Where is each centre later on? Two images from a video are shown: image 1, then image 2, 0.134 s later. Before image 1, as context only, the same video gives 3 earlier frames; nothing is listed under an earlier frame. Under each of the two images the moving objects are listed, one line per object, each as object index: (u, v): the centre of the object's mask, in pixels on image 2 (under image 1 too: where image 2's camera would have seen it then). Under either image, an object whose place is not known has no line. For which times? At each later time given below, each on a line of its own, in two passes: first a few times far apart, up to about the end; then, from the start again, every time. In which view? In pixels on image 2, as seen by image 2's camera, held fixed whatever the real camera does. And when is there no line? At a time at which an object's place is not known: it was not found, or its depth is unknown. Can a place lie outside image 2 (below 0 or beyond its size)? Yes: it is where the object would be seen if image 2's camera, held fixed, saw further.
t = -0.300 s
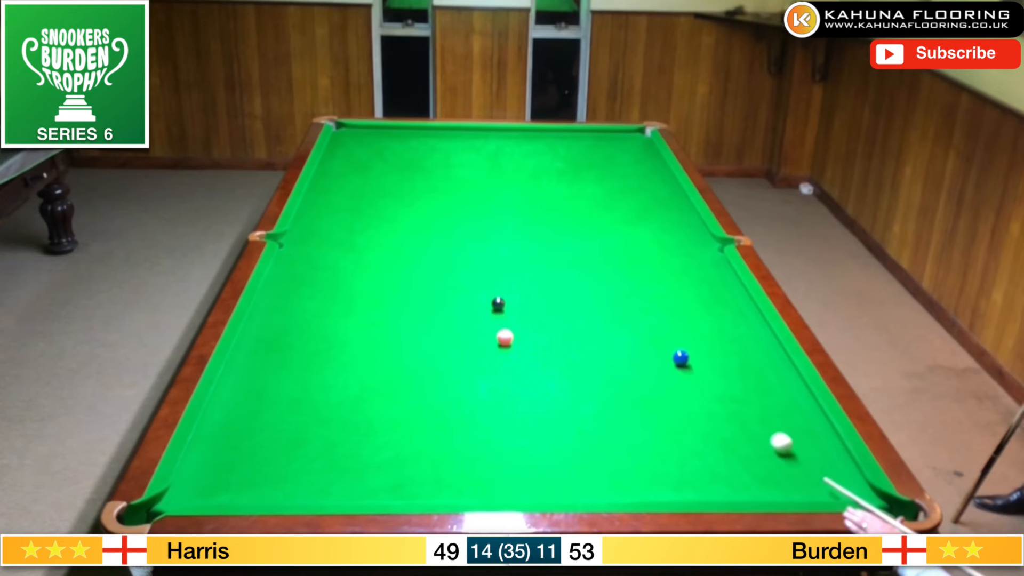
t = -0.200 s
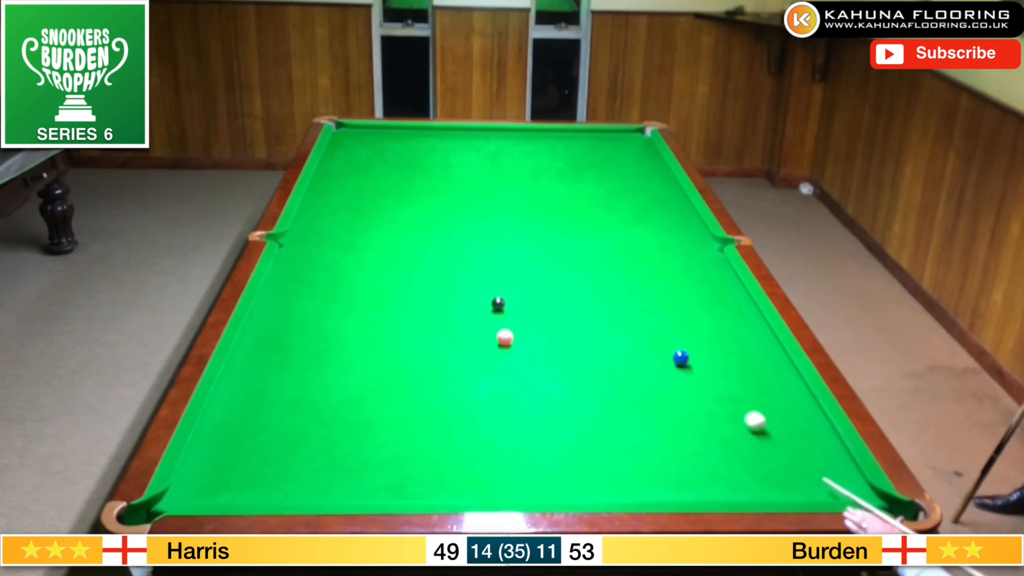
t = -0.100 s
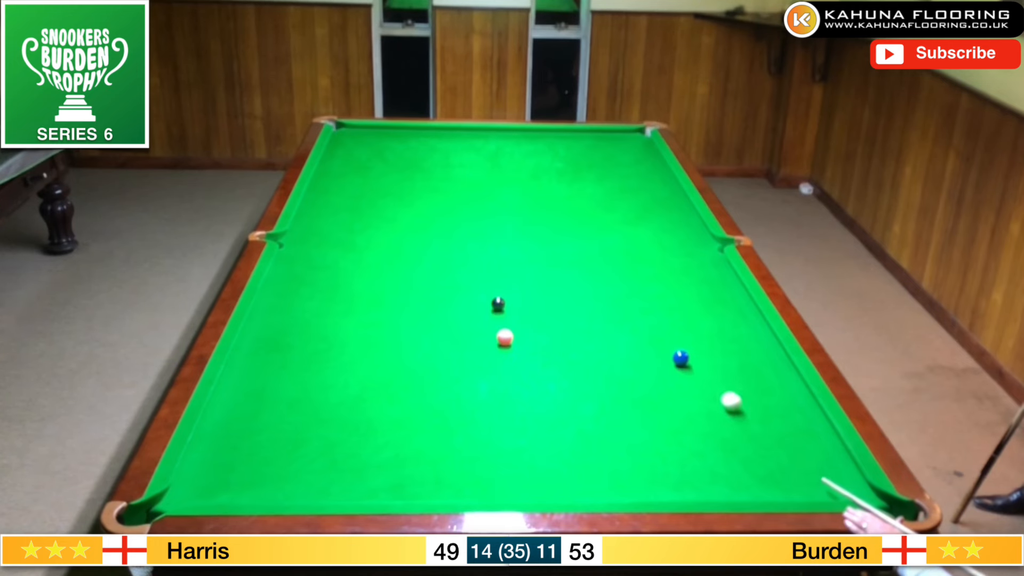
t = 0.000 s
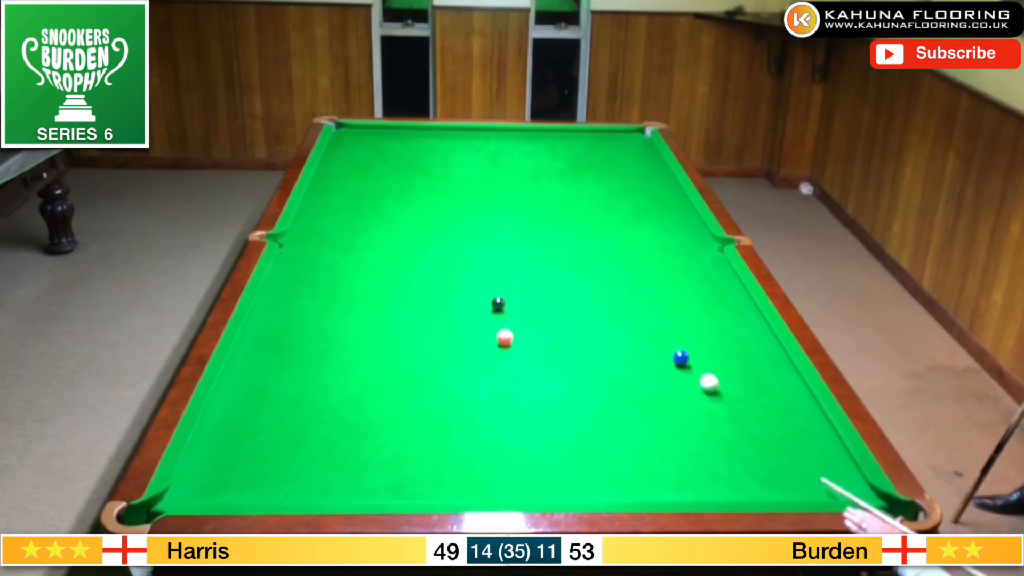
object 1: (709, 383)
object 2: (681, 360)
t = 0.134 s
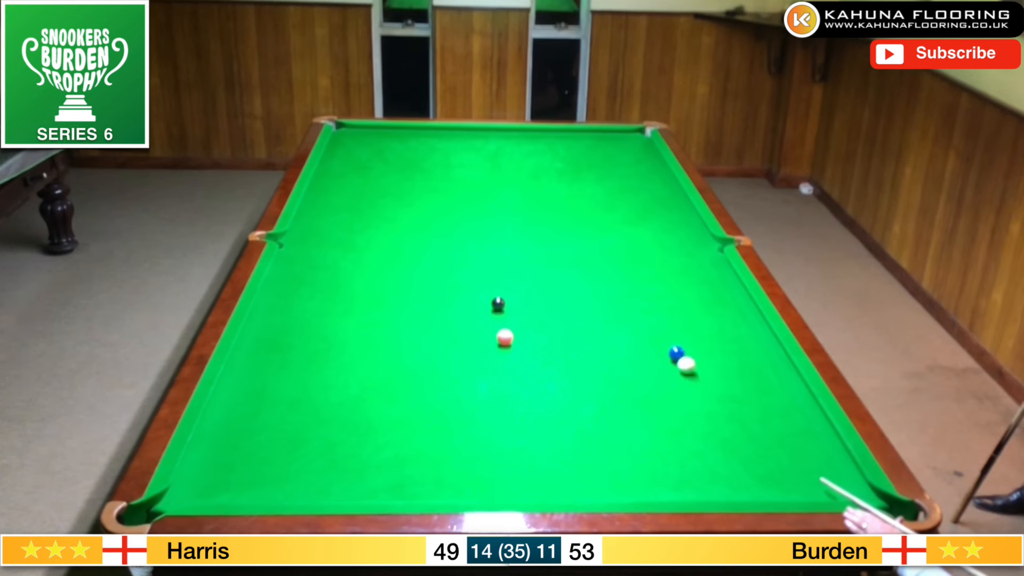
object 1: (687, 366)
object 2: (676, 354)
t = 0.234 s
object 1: (681, 364)
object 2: (665, 344)
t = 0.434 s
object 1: (667, 357)
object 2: (648, 326)
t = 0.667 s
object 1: (653, 350)
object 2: (631, 307)
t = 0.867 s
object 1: (643, 345)
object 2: (618, 293)
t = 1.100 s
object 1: (632, 340)
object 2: (604, 279)
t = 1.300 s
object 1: (625, 336)
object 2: (593, 268)
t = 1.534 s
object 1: (617, 333)
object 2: (582, 256)
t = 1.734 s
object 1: (612, 331)
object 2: (573, 247)
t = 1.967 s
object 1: (607, 329)
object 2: (564, 237)
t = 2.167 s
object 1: (605, 328)
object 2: (557, 230)
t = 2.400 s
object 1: (603, 328)
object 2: (549, 221)
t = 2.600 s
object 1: (604, 328)
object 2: (543, 215)
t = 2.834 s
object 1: (604, 328)
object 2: (537, 209)
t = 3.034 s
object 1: (604, 328)
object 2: (532, 204)
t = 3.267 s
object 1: (604, 328)
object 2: (527, 198)
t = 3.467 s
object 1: (604, 328)
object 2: (523, 194)
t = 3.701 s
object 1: (604, 328)
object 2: (518, 190)
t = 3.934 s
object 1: (604, 328)
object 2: (514, 186)
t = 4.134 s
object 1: (604, 328)
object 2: (511, 183)
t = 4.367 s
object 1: (604, 328)
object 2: (508, 180)
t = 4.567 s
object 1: (604, 328)
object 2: (506, 178)
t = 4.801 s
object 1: (604, 328)
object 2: (504, 176)
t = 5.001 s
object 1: (604, 328)
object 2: (502, 175)
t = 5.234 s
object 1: (604, 328)
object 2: (500, 174)
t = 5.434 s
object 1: (604, 328)
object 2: (499, 173)
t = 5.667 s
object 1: (604, 328)
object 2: (499, 172)
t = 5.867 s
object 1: (604, 328)
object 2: (499, 172)
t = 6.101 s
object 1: (604, 328)
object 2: (499, 172)
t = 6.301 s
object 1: (604, 328)
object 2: (499, 172)
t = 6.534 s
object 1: (604, 328)
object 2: (499, 172)
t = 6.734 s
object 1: (604, 328)
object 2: (499, 172)
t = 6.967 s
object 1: (604, 328)
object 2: (499, 172)
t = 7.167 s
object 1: (604, 328)
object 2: (499, 172)
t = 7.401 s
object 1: (604, 328)
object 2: (499, 173)
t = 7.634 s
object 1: (604, 328)
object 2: (499, 173)
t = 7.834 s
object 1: (604, 328)
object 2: (499, 173)
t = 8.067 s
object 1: (604, 328)
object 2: (499, 173)
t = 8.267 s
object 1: (604, 328)
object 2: (499, 173)
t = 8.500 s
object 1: (604, 328)
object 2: (499, 173)
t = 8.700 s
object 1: (604, 328)
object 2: (499, 173)
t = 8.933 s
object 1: (604, 328)
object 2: (499, 173)
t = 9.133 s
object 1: (604, 328)
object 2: (499, 173)
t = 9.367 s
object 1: (604, 328)
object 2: (499, 173)
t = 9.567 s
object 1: (604, 328)
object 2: (499, 173)
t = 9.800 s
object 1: (604, 328)
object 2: (499, 173)
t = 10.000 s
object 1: (604, 328)
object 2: (499, 173)
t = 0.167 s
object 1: (685, 365)
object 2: (673, 351)
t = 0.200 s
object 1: (683, 365)
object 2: (669, 347)
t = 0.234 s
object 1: (681, 364)
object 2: (665, 344)
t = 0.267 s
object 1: (678, 362)
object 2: (662, 340)
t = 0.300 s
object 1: (676, 361)
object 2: (659, 337)
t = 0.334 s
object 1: (673, 360)
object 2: (657, 334)
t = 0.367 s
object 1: (671, 359)
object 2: (654, 331)
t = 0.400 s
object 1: (669, 358)
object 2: (651, 328)
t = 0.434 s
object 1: (667, 357)
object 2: (648, 326)
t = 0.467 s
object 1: (665, 356)
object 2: (646, 323)
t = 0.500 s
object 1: (663, 355)
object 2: (643, 320)
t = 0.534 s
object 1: (661, 354)
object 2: (641, 317)
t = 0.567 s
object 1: (659, 353)
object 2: (638, 315)
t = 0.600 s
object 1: (657, 352)
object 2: (636, 312)
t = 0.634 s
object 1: (655, 351)
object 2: (633, 310)
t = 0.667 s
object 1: (653, 350)
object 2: (631, 307)
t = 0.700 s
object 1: (651, 349)
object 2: (629, 305)
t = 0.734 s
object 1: (649, 348)
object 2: (626, 302)
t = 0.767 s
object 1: (648, 347)
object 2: (624, 299)
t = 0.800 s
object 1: (646, 346)
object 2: (622, 298)
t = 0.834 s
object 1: (644, 345)
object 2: (620, 295)
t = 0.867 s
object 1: (643, 345)
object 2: (618, 293)
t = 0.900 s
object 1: (641, 344)
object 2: (616, 291)
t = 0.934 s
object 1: (640, 343)
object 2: (613, 289)
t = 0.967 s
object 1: (638, 342)
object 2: (611, 287)
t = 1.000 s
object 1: (637, 342)
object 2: (610, 285)
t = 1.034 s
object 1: (635, 341)
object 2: (607, 283)
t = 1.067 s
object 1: (634, 340)
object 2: (606, 281)
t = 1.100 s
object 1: (632, 340)
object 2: (604, 279)
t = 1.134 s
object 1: (631, 339)
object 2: (602, 277)
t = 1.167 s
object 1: (630, 338)
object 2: (600, 275)
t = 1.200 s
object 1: (628, 338)
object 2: (598, 273)
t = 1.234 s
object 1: (627, 337)
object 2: (596, 271)
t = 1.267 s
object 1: (626, 337)
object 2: (595, 270)
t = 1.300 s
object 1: (625, 336)
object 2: (593, 268)
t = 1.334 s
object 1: (623, 336)
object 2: (591, 266)
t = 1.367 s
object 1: (622, 335)
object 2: (590, 264)
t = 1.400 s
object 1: (621, 335)
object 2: (588, 262)
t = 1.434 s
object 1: (620, 334)
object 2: (586, 261)
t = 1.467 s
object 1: (619, 334)
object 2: (585, 259)
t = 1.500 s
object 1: (618, 333)
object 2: (583, 258)
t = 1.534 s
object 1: (617, 333)
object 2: (582, 256)
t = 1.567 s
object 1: (616, 332)
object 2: (580, 254)
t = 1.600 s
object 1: (615, 332)
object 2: (579, 253)
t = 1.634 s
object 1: (614, 332)
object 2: (577, 251)
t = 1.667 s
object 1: (614, 331)
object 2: (576, 250)
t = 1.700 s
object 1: (613, 331)
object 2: (574, 248)
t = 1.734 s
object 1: (612, 331)
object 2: (573, 247)
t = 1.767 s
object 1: (611, 330)
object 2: (571, 245)
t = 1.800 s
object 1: (610, 330)
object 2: (570, 244)
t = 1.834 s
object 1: (610, 330)
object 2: (569, 242)
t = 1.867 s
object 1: (609, 330)
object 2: (567, 241)
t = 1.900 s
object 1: (608, 329)
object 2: (566, 240)
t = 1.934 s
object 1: (608, 329)
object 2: (565, 238)
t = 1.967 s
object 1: (607, 329)
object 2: (564, 237)
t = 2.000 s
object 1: (607, 329)
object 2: (562, 236)
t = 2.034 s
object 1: (606, 328)
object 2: (561, 234)
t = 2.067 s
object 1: (606, 328)
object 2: (560, 233)
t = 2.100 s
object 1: (605, 328)
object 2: (559, 232)
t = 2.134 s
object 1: (605, 328)
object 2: (558, 231)
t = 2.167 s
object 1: (605, 328)
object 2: (557, 230)
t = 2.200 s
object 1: (605, 328)
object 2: (556, 228)
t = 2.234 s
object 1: (604, 328)
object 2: (554, 227)
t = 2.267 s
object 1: (604, 328)
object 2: (553, 226)
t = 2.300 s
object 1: (604, 328)
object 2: (552, 225)
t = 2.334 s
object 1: (604, 328)
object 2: (551, 224)
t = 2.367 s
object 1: (604, 328)
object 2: (550, 223)
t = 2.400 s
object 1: (603, 328)
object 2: (549, 221)
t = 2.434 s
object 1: (603, 328)
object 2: (548, 220)
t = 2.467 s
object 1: (603, 328)
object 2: (547, 219)
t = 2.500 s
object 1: (603, 328)
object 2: (546, 218)
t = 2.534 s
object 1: (603, 328)
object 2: (545, 217)
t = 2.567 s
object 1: (604, 328)
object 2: (544, 216)
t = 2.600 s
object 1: (604, 328)
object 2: (543, 215)
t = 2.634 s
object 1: (604, 328)
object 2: (542, 214)
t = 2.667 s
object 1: (604, 328)
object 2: (542, 213)
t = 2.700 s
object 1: (604, 328)
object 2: (540, 212)
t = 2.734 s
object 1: (604, 328)
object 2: (540, 211)
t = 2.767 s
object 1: (604, 328)
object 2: (539, 210)
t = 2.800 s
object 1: (604, 328)
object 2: (538, 209)
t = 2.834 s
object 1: (604, 328)
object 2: (537, 209)
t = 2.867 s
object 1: (604, 328)
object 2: (536, 208)
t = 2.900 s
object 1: (604, 328)
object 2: (535, 207)
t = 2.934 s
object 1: (604, 328)
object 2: (535, 206)
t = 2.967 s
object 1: (604, 328)
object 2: (534, 205)
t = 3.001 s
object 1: (604, 328)
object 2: (533, 204)
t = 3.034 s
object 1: (604, 328)
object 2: (532, 204)
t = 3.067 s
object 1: (604, 328)
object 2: (531, 203)
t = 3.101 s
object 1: (604, 328)
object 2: (530, 202)
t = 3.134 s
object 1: (604, 328)
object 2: (530, 201)
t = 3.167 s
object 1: (604, 328)
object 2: (529, 200)
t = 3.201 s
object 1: (604, 328)
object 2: (528, 200)
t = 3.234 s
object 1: (604, 328)
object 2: (527, 199)
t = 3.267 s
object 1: (604, 328)
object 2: (527, 198)
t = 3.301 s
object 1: (604, 328)
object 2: (526, 198)
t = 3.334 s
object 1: (604, 328)
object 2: (525, 197)
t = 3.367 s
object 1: (604, 328)
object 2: (525, 196)
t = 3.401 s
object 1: (604, 328)
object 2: (524, 195)
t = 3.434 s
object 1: (604, 328)
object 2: (523, 195)
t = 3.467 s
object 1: (604, 328)
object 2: (523, 194)
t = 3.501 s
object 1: (604, 328)
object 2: (522, 193)
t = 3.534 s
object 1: (604, 328)
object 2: (521, 193)
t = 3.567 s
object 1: (604, 328)
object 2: (520, 192)
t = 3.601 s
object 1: (604, 328)
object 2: (520, 192)
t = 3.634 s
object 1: (604, 328)
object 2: (519, 191)
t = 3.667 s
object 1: (604, 328)
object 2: (519, 191)
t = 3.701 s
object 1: (604, 328)
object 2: (518, 190)
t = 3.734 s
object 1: (604, 328)
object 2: (517, 189)
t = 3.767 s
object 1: (604, 328)
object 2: (517, 188)
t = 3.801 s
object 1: (604, 328)
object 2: (516, 188)
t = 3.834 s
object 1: (604, 328)
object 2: (516, 188)
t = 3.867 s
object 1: (604, 328)
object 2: (515, 187)
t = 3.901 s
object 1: (604, 328)
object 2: (515, 186)
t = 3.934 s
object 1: (604, 328)
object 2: (514, 186)
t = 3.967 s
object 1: (604, 328)
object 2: (514, 185)
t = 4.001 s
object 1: (604, 328)
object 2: (513, 185)
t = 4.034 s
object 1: (604, 328)
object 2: (513, 185)
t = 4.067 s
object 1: (604, 328)
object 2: (512, 184)
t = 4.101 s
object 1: (604, 328)
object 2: (512, 183)
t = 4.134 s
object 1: (604, 328)
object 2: (511, 183)
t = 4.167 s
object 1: (604, 328)
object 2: (511, 183)
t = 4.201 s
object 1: (604, 328)
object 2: (510, 182)
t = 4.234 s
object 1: (604, 328)
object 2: (510, 182)
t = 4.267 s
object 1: (604, 328)
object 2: (509, 181)
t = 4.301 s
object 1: (604, 328)
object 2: (509, 181)
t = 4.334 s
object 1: (604, 328)
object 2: (509, 181)
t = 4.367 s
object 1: (604, 328)
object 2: (508, 180)
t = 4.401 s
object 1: (604, 328)
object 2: (508, 180)
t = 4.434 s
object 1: (604, 328)
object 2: (507, 180)
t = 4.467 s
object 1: (604, 328)
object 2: (507, 179)
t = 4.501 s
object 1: (604, 328)
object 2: (506, 179)
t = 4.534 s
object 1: (604, 328)
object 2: (506, 179)
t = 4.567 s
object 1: (604, 328)
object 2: (506, 178)
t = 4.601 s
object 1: (604, 328)
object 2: (505, 178)
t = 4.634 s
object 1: (604, 328)
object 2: (505, 178)
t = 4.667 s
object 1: (604, 328)
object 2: (505, 177)
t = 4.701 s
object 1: (604, 328)
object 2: (504, 177)
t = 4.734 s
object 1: (604, 328)
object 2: (504, 177)
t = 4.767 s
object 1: (604, 328)
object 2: (504, 177)
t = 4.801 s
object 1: (604, 328)
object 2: (504, 176)
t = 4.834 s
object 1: (604, 328)
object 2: (503, 176)
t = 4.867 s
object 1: (604, 328)
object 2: (503, 176)
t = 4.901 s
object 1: (604, 328)
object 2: (503, 176)
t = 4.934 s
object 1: (604, 328)
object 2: (502, 176)
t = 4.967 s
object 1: (604, 328)
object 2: (502, 175)
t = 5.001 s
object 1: (604, 328)
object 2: (502, 175)
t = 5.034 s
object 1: (604, 328)
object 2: (502, 175)
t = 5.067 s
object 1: (604, 328)
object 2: (501, 175)
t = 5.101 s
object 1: (604, 328)
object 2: (501, 175)
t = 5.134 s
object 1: (604, 328)
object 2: (501, 174)
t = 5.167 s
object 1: (604, 328)
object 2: (501, 174)
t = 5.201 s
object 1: (604, 328)
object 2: (501, 174)
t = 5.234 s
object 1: (604, 328)
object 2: (500, 174)
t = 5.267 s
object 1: (604, 328)
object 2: (500, 173)
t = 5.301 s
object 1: (604, 328)
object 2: (500, 173)
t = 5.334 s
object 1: (604, 328)
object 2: (500, 174)
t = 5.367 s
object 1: (604, 328)
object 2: (500, 173)
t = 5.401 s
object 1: (604, 328)
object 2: (500, 173)
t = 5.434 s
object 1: (604, 328)
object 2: (499, 173)
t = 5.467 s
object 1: (604, 328)
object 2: (499, 173)
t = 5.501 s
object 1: (604, 328)
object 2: (499, 172)
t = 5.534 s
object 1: (604, 328)
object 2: (499, 172)
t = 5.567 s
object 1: (604, 328)
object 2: (499, 172)
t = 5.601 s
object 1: (604, 328)
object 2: (499, 172)
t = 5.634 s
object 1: (604, 328)
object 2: (499, 172)
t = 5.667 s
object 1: (604, 328)
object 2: (499, 172)
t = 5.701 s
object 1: (604, 328)
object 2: (499, 172)
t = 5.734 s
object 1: (604, 328)
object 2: (499, 172)
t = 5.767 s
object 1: (604, 328)
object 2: (499, 172)
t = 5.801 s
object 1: (604, 328)
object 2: (499, 172)
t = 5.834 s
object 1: (604, 328)
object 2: (499, 172)
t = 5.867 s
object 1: (604, 328)
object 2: (499, 172)
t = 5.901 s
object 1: (604, 328)
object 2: (499, 172)
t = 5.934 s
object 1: (604, 328)
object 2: (499, 172)
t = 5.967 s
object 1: (604, 328)
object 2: (499, 172)
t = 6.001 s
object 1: (604, 328)
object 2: (499, 172)
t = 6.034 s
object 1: (604, 328)
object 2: (499, 172)
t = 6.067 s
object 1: (604, 328)
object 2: (499, 172)
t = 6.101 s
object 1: (604, 328)
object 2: (499, 172)
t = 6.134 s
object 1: (604, 328)
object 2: (499, 172)
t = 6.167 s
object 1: (604, 328)
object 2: (499, 172)
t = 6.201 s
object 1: (604, 328)
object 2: (499, 172)
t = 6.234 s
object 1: (604, 328)
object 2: (499, 172)
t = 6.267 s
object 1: (604, 328)
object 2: (499, 172)
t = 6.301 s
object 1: (604, 328)
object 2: (499, 172)
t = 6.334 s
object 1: (604, 328)
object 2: (499, 172)
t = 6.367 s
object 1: (604, 328)
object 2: (499, 172)
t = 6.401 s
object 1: (604, 328)
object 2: (499, 172)
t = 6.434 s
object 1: (604, 328)
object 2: (499, 172)
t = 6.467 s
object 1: (604, 328)
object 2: (499, 172)
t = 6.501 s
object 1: (604, 328)
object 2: (499, 172)
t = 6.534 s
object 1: (604, 328)
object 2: (499, 172)
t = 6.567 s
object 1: (604, 328)
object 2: (499, 172)
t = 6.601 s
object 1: (604, 328)
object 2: (499, 172)
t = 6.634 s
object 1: (604, 328)
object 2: (499, 172)
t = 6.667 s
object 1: (604, 328)
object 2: (499, 172)
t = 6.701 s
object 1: (604, 328)
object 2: (499, 172)
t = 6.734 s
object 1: (604, 328)
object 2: (499, 172)
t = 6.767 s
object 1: (604, 328)
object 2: (499, 172)
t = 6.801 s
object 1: (604, 328)
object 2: (499, 172)
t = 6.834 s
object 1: (604, 328)
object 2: (499, 172)
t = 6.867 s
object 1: (604, 328)
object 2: (499, 172)
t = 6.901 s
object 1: (604, 328)
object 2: (499, 172)
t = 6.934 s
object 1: (604, 328)
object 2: (499, 172)
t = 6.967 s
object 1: (604, 328)
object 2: (499, 172)
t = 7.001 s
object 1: (604, 328)
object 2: (499, 172)
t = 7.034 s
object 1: (604, 328)
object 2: (499, 172)
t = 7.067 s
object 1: (604, 328)
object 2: (499, 172)
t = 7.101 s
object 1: (604, 328)
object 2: (499, 172)
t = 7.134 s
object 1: (604, 328)
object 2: (499, 172)
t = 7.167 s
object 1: (604, 328)
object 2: (499, 172)
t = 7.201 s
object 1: (604, 328)
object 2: (499, 172)
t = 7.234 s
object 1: (604, 328)
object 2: (499, 172)
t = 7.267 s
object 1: (604, 328)
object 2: (499, 172)
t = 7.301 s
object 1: (604, 328)
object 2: (499, 173)
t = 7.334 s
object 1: (604, 328)
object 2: (499, 173)
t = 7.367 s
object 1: (604, 328)
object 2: (499, 173)
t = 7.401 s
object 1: (604, 328)
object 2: (499, 173)
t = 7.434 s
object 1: (604, 328)
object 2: (499, 173)
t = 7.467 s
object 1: (604, 328)
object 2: (499, 173)
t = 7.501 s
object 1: (604, 328)
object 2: (499, 173)
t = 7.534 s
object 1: (604, 328)
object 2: (499, 173)
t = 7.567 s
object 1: (604, 328)
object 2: (499, 173)
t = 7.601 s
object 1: (604, 328)
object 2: (499, 173)
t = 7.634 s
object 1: (604, 328)
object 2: (499, 173)
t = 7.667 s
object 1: (604, 328)
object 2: (499, 173)
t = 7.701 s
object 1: (604, 328)
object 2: (499, 173)
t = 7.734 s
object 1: (604, 328)
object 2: (499, 173)
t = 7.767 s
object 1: (604, 328)
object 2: (499, 173)
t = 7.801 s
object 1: (604, 328)
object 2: (499, 173)
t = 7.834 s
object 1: (604, 328)
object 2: (499, 173)
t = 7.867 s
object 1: (604, 328)
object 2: (499, 173)
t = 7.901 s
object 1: (604, 328)
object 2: (499, 173)
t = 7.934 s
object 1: (604, 328)
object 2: (499, 173)
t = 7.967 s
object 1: (604, 328)
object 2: (499, 173)
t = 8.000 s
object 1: (604, 328)
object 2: (499, 173)
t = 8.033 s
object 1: (604, 328)
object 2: (499, 173)
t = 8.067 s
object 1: (604, 328)
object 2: (499, 173)
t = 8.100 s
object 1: (604, 328)
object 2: (499, 173)
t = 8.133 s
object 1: (604, 328)
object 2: (499, 173)
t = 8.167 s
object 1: (604, 328)
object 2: (499, 173)
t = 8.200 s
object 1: (604, 328)
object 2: (499, 173)
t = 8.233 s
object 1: (604, 328)
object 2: (499, 173)
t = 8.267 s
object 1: (604, 328)
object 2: (499, 173)
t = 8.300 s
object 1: (604, 328)
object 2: (499, 173)
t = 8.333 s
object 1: (604, 328)
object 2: (499, 173)
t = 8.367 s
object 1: (604, 328)
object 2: (499, 173)
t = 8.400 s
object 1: (604, 328)
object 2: (499, 173)
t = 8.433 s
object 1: (604, 328)
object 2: (499, 173)
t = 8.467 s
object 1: (604, 328)
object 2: (499, 173)
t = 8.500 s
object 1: (604, 328)
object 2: (499, 173)
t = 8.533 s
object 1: (604, 328)
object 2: (499, 173)
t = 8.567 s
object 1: (604, 328)
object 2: (499, 173)
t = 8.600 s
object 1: (604, 328)
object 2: (499, 173)
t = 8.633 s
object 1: (604, 328)
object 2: (499, 173)
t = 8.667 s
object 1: (604, 328)
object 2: (499, 173)
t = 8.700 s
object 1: (604, 328)
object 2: (499, 173)
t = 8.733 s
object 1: (604, 328)
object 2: (499, 173)
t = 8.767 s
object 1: (604, 328)
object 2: (499, 173)
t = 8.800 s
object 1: (604, 328)
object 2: (499, 173)
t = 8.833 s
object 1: (604, 328)
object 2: (499, 173)
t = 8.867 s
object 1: (604, 328)
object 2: (499, 173)
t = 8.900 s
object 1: (604, 328)
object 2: (499, 173)
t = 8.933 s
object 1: (604, 328)
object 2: (499, 173)
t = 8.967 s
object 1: (604, 328)
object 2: (499, 173)
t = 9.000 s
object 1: (604, 328)
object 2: (499, 173)
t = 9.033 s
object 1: (604, 328)
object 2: (499, 173)
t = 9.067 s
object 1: (604, 328)
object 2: (499, 173)
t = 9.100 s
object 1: (604, 328)
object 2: (499, 173)
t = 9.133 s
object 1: (604, 328)
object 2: (499, 173)
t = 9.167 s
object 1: (604, 328)
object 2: (499, 173)
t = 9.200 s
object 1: (604, 328)
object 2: (499, 173)
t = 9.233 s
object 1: (604, 328)
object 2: (499, 173)
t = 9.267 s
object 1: (604, 328)
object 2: (499, 173)
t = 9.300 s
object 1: (604, 328)
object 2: (499, 173)
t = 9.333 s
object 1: (604, 328)
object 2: (499, 173)
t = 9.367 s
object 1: (604, 328)
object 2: (499, 173)
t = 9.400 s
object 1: (604, 328)
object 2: (499, 173)
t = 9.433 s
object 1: (604, 328)
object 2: (499, 173)
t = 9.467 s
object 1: (604, 328)
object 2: (499, 173)
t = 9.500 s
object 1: (604, 328)
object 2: (499, 173)
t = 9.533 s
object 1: (604, 328)
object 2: (499, 173)
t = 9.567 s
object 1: (604, 328)
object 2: (499, 173)
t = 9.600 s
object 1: (604, 328)
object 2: (499, 173)
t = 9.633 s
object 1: (604, 328)
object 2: (499, 173)
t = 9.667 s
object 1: (604, 328)
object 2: (499, 173)
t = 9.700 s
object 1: (604, 328)
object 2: (499, 173)
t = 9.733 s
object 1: (604, 328)
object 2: (499, 173)
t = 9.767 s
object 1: (604, 328)
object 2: (499, 173)
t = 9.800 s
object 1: (604, 328)
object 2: (499, 173)
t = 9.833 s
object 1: (604, 328)
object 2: (499, 173)
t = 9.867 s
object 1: (604, 328)
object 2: (499, 173)
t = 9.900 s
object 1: (604, 328)
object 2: (498, 173)
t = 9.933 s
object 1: (604, 328)
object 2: (499, 173)
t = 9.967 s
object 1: (604, 328)
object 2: (499, 173)
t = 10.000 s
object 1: (604, 328)
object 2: (499, 173)
